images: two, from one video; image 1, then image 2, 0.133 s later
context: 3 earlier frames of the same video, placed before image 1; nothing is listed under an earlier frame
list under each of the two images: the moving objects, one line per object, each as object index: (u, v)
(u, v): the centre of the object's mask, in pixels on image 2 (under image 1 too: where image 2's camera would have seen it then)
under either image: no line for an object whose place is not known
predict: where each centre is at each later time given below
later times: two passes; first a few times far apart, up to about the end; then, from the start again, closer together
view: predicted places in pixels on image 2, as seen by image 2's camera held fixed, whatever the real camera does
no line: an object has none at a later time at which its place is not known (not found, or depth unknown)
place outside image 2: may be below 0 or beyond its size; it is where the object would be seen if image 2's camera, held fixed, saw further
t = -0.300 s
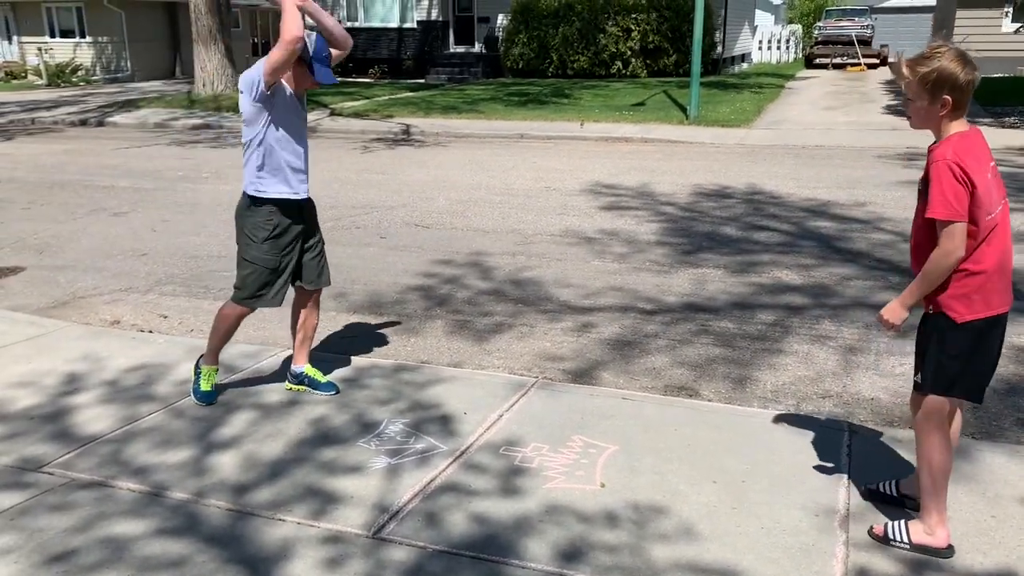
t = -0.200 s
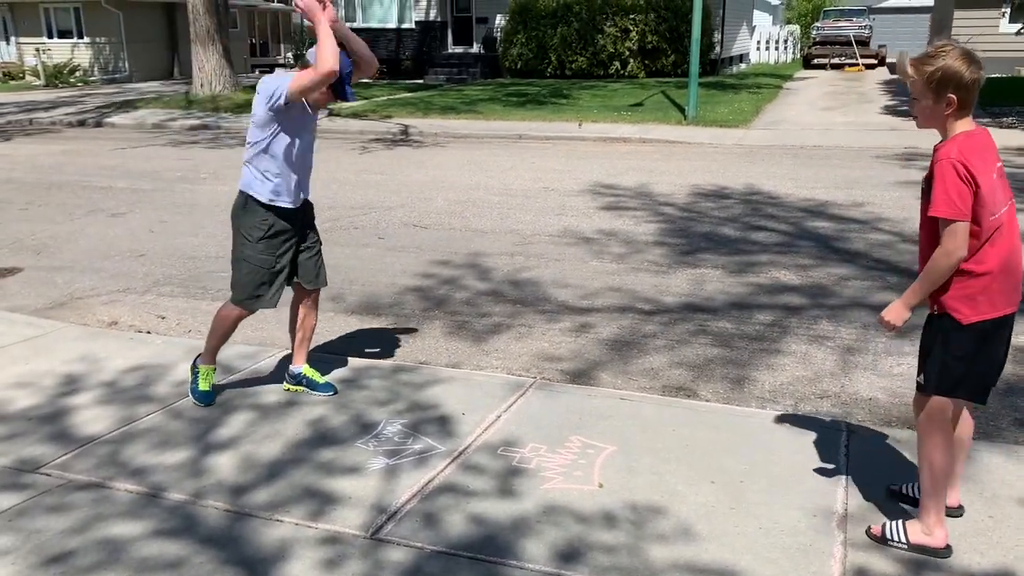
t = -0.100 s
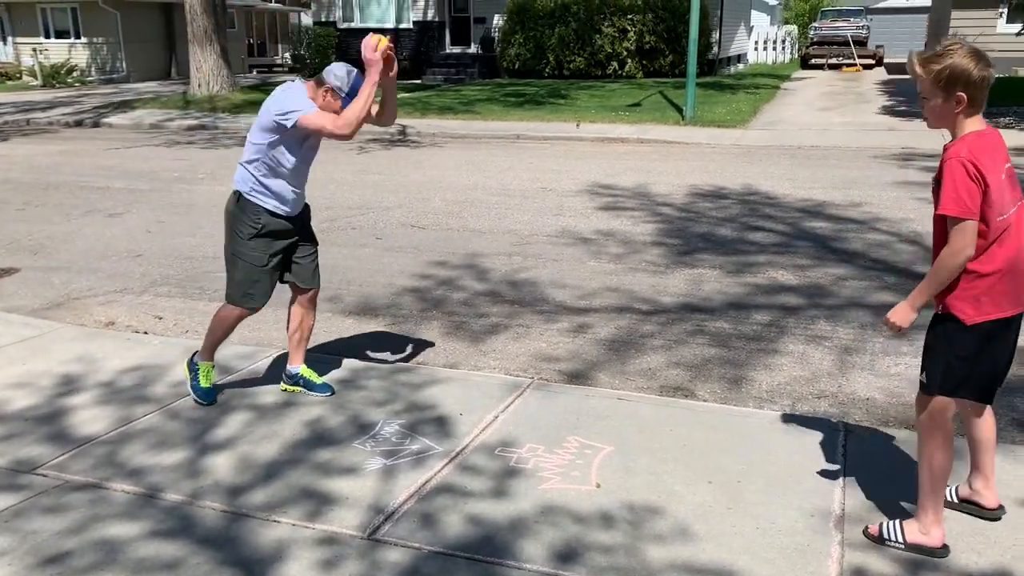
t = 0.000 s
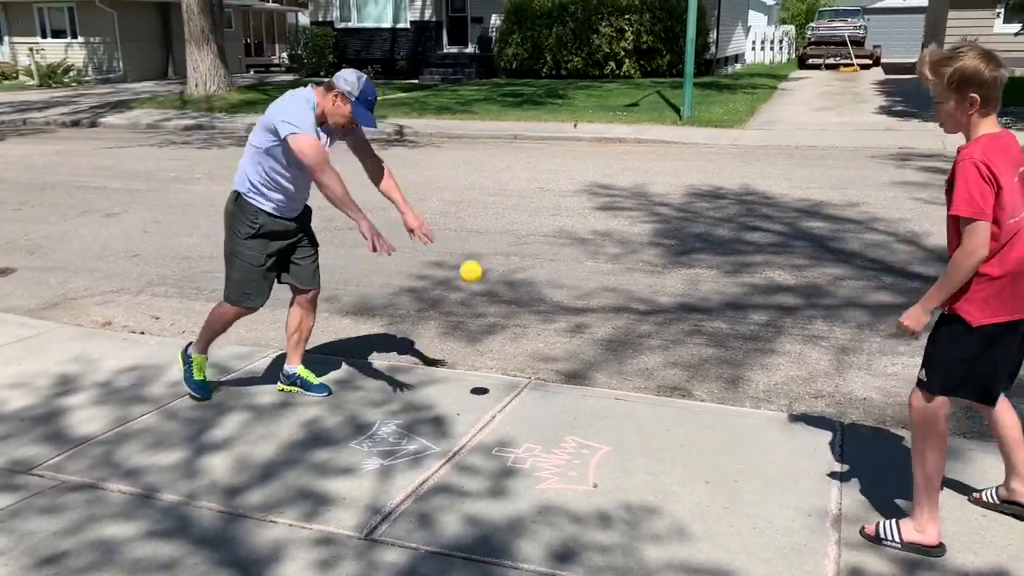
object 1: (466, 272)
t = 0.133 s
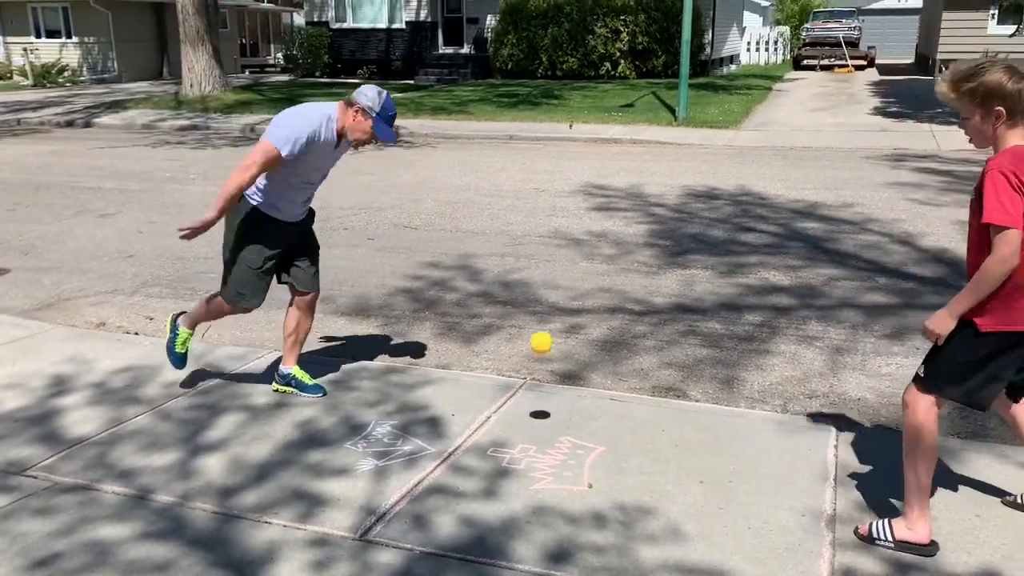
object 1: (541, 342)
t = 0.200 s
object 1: (572, 265)
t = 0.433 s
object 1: (690, 53)
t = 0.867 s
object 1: (918, 31)
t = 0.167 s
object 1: (557, 303)
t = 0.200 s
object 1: (572, 265)
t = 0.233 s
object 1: (587, 230)
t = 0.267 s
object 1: (603, 196)
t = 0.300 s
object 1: (620, 163)
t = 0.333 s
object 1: (637, 132)
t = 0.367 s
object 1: (655, 103)
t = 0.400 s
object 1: (672, 77)
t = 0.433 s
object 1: (690, 53)
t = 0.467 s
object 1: (708, 33)
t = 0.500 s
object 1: (726, 13)
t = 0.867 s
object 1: (918, 31)
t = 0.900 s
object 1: (934, 53)
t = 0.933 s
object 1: (950, 78)
